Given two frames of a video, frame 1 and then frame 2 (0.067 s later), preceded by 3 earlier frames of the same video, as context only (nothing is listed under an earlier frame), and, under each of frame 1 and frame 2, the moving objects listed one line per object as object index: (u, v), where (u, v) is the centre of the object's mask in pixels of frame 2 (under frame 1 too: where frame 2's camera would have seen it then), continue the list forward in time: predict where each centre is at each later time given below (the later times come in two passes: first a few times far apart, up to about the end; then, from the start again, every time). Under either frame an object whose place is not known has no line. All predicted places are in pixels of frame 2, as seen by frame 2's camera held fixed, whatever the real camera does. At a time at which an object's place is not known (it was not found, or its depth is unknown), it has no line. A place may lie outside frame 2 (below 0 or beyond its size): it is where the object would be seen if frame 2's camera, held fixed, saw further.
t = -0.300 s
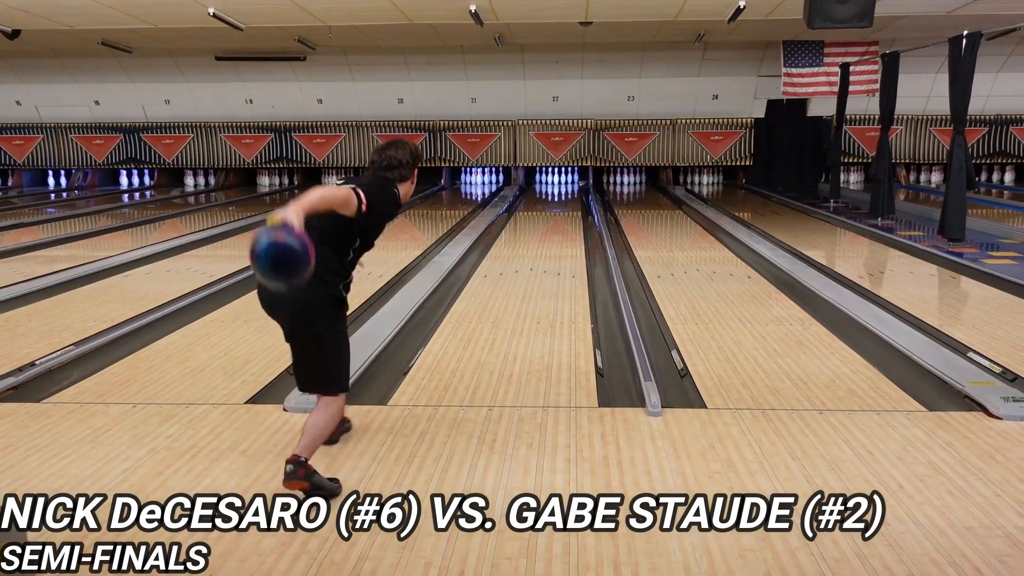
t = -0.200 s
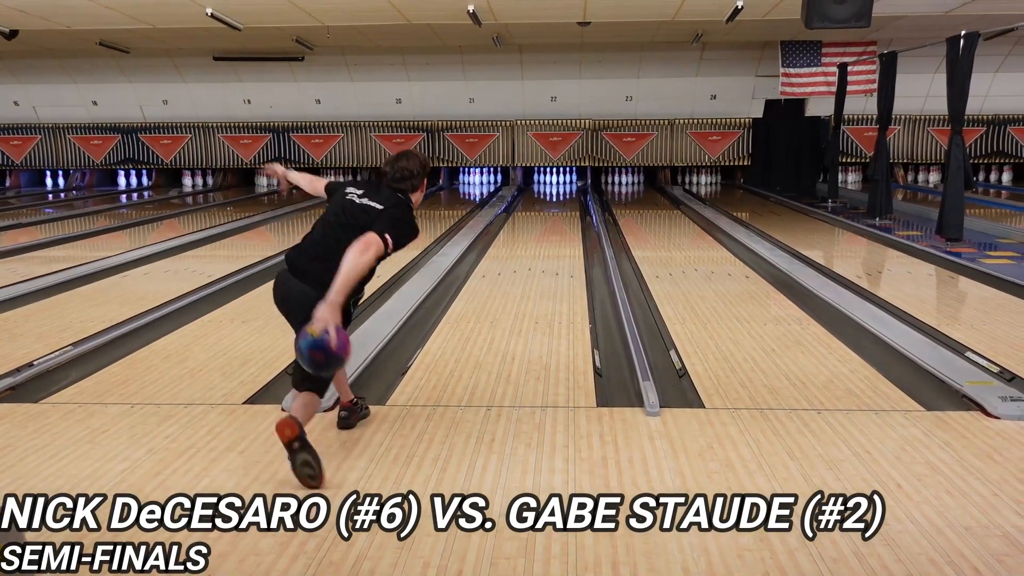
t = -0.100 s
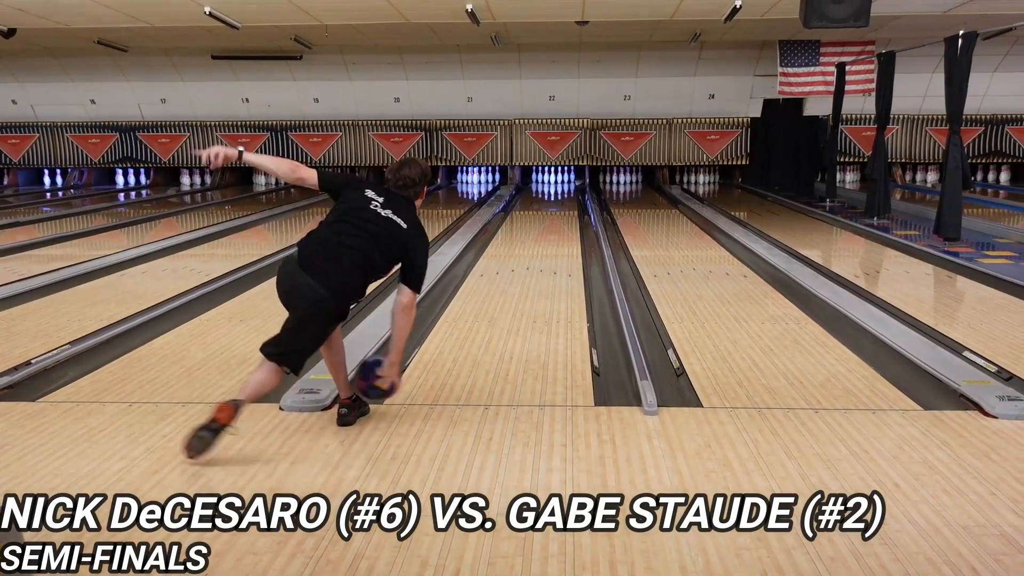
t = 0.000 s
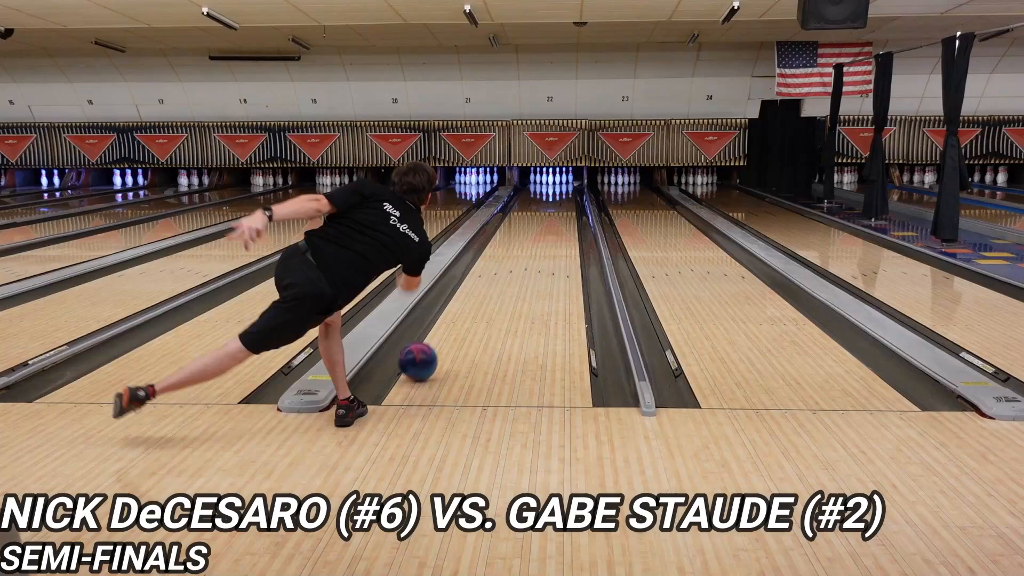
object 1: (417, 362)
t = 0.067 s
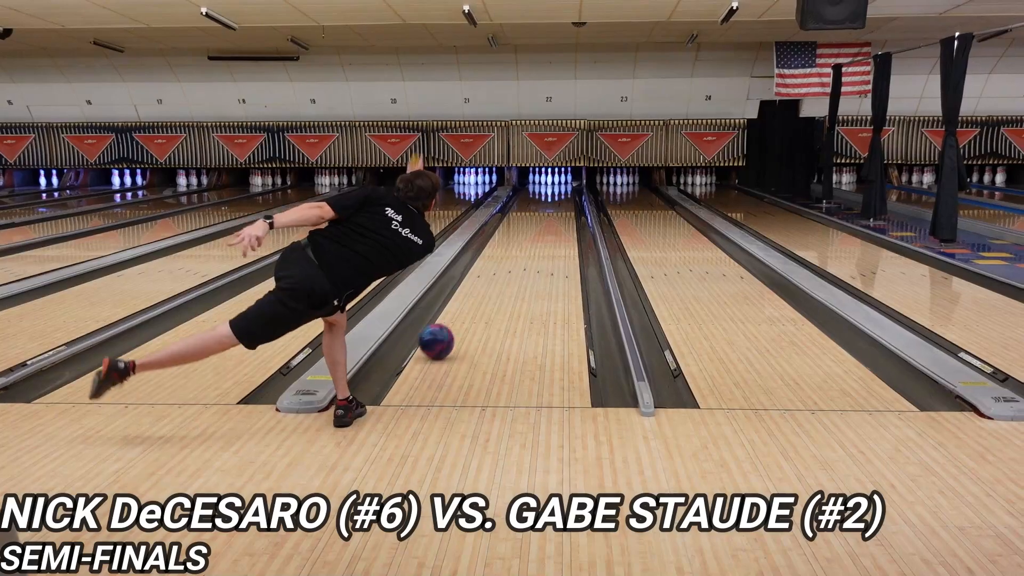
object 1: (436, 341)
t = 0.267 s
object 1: (479, 297)
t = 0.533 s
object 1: (513, 260)
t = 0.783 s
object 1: (534, 238)
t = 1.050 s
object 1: (549, 220)
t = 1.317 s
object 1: (559, 209)
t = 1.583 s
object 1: (564, 199)
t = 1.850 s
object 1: (565, 192)
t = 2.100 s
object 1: (566, 186)
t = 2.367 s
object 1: (561, 185)
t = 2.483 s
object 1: (556, 185)
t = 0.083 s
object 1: (441, 337)
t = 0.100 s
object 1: (445, 332)
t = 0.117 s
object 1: (449, 328)
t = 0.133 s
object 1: (453, 324)
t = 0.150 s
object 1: (457, 320)
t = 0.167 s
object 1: (460, 316)
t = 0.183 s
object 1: (463, 313)
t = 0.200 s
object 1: (467, 309)
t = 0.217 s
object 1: (470, 306)
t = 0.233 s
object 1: (473, 303)
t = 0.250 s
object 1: (476, 300)
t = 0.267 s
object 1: (479, 297)
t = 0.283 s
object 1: (481, 294)
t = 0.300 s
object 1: (484, 291)
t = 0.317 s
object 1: (487, 288)
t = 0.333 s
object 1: (489, 286)
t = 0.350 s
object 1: (491, 283)
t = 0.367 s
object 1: (494, 281)
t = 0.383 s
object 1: (496, 278)
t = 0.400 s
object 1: (498, 276)
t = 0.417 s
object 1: (500, 274)
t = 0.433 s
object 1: (502, 272)
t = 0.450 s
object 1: (504, 269)
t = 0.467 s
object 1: (506, 268)
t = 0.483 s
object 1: (507, 266)
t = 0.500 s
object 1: (509, 263)
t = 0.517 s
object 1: (511, 261)
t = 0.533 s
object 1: (513, 260)
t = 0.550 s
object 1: (515, 258)
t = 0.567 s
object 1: (516, 256)
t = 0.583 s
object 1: (518, 255)
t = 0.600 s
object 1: (520, 253)
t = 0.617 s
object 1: (521, 251)
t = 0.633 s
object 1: (522, 250)
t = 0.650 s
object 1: (524, 248)
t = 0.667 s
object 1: (525, 247)
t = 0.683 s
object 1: (527, 246)
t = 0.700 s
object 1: (528, 244)
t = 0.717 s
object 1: (529, 243)
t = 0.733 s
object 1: (531, 242)
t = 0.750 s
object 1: (532, 240)
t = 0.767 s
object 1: (533, 239)
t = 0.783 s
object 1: (534, 238)
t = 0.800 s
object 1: (535, 237)
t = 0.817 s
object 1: (536, 235)
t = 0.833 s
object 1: (537, 234)
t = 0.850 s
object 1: (538, 233)
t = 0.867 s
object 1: (539, 232)
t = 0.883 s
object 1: (541, 231)
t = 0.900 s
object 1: (541, 230)
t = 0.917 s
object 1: (542, 229)
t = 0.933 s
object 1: (543, 228)
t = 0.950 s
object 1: (544, 227)
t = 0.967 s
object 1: (545, 226)
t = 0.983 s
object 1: (546, 225)
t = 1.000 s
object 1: (547, 223)
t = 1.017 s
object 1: (548, 223)
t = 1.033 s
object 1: (548, 221)
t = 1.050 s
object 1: (549, 220)
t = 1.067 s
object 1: (550, 219)
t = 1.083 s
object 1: (551, 218)
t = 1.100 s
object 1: (551, 218)
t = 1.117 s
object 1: (551, 217)
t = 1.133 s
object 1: (552, 216)
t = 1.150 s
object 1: (553, 215)
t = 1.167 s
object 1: (553, 215)
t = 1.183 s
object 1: (554, 214)
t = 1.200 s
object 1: (555, 213)
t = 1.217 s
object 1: (555, 213)
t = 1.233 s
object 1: (556, 212)
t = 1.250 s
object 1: (556, 211)
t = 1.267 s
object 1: (556, 211)
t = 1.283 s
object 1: (557, 210)
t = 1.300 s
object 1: (558, 210)
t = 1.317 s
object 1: (559, 209)
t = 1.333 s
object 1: (559, 209)
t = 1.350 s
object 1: (559, 208)
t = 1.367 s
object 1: (560, 207)
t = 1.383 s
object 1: (560, 206)
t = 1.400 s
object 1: (560, 206)
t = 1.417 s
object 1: (561, 205)
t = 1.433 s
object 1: (562, 205)
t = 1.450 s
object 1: (562, 204)
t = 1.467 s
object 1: (563, 204)
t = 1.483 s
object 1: (563, 203)
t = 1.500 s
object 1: (564, 202)
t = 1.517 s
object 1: (564, 201)
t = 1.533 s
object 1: (565, 200)
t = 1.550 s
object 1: (564, 199)
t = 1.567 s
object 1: (566, 199)
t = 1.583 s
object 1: (564, 199)
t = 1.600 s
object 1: (563, 200)
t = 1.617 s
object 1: (565, 197)
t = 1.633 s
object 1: (565, 197)
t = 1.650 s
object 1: (566, 196)
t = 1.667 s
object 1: (566, 196)
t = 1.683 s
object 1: (566, 196)
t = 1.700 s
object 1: (565, 195)
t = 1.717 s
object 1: (565, 195)
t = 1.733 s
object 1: (565, 195)
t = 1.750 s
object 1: (566, 195)
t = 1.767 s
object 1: (566, 194)
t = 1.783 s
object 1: (567, 193)
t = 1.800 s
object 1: (567, 192)
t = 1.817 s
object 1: (566, 192)
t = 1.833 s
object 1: (566, 192)
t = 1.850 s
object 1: (565, 192)
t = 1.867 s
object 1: (565, 193)
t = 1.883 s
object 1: (564, 193)
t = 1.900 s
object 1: (567, 190)
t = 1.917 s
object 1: (567, 190)
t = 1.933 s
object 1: (565, 191)
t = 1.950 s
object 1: (565, 190)
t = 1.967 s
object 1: (565, 189)
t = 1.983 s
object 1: (565, 189)
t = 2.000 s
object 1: (566, 188)
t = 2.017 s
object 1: (567, 188)
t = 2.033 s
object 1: (566, 188)
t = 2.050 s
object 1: (566, 187)
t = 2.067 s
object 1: (566, 187)
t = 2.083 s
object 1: (566, 186)
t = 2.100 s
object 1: (566, 186)
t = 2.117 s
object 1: (566, 186)
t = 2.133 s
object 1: (565, 186)
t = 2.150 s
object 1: (564, 186)
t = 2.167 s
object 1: (565, 185)
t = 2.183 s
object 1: (564, 185)
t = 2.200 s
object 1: (564, 184)
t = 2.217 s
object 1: (564, 184)
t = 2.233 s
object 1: (564, 184)
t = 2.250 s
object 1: (564, 184)
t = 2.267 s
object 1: (564, 184)
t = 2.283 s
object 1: (563, 184)
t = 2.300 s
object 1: (563, 184)
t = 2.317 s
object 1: (562, 187)
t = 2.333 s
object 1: (563, 187)
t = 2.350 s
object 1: (562, 185)
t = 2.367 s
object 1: (561, 185)
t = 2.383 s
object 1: (560, 183)
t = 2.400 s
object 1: (558, 185)
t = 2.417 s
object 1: (558, 185)
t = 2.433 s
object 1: (558, 183)
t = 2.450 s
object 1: (556, 184)
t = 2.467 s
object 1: (555, 184)
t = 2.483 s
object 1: (556, 185)
